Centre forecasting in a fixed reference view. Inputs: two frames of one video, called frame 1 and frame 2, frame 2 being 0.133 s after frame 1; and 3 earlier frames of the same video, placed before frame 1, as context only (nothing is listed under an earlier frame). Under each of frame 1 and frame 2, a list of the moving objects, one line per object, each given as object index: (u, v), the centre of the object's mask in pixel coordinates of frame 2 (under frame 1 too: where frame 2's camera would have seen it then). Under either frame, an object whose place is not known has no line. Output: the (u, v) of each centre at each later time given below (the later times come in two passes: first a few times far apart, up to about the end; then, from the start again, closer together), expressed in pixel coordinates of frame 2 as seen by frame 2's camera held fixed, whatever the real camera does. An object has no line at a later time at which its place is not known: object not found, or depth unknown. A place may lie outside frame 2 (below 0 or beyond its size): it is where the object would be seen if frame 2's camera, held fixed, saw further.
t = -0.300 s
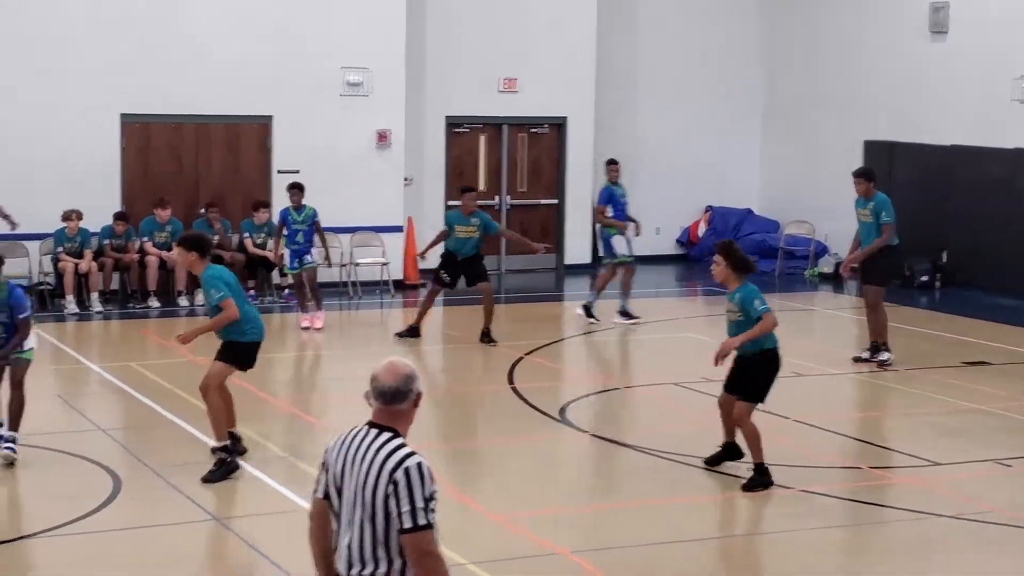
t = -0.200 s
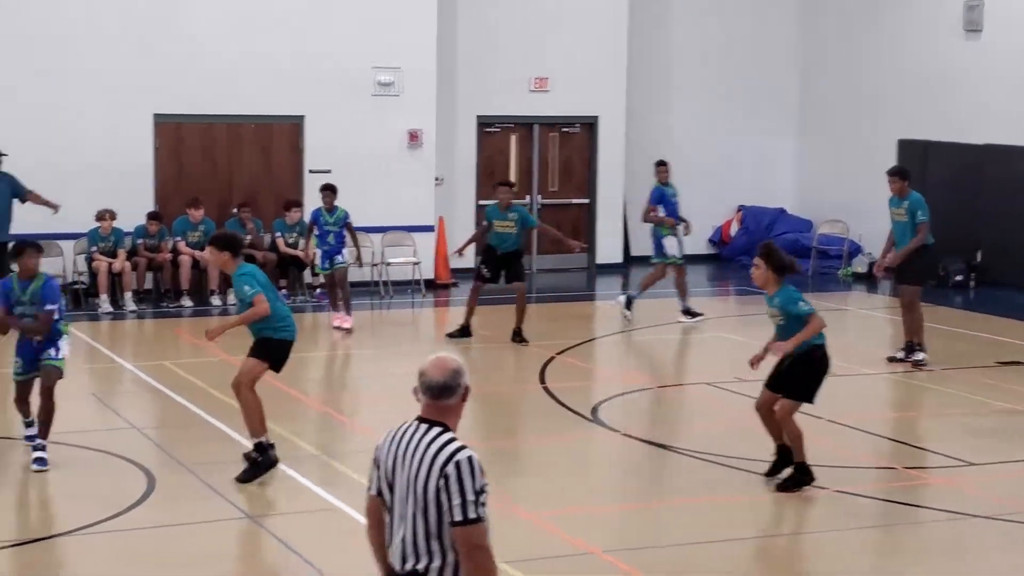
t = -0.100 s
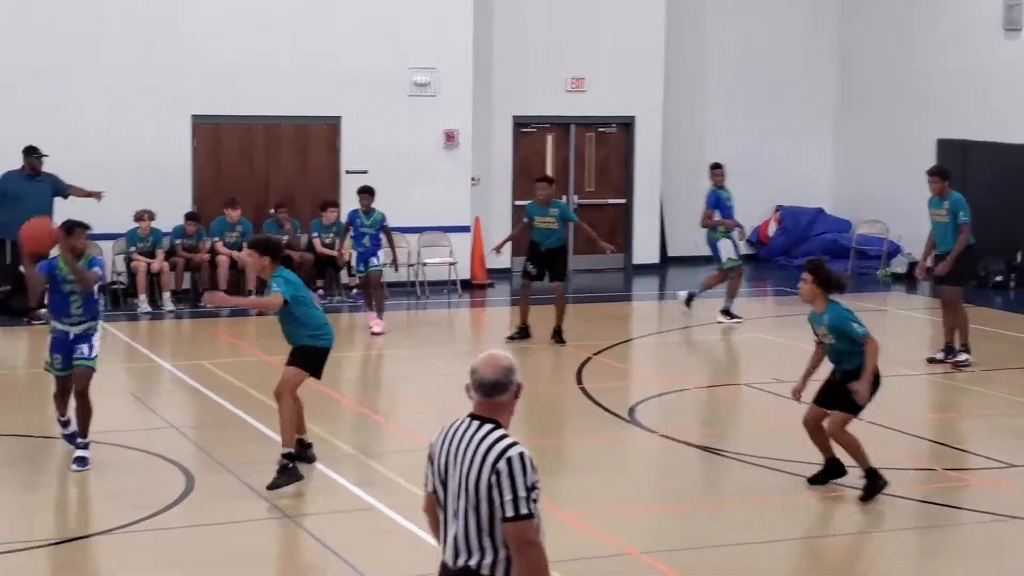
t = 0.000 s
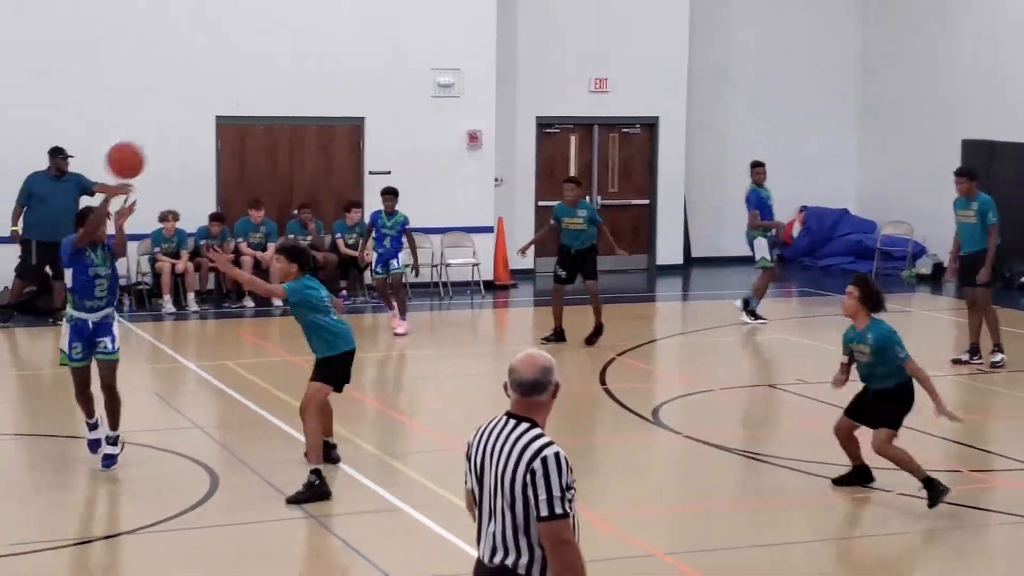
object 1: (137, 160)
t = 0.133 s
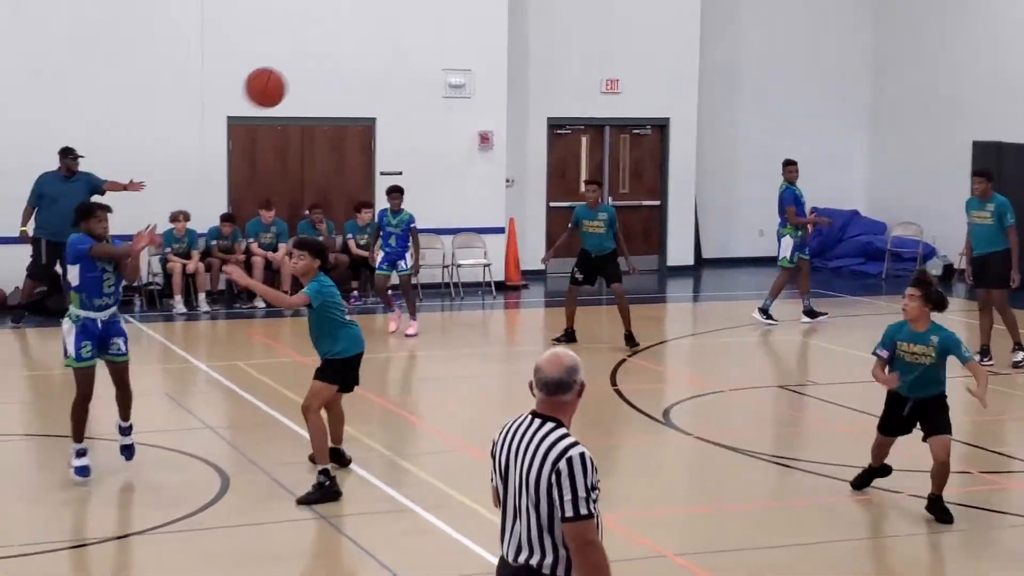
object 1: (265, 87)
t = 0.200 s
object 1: (335, 57)
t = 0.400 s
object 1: (572, 8)
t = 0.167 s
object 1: (300, 72)
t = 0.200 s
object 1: (335, 57)
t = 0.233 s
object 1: (371, 44)
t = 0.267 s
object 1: (409, 32)
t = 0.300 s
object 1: (448, 22)
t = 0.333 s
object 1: (488, 15)
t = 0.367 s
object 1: (529, 11)
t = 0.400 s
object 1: (572, 8)
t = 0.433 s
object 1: (616, 5)
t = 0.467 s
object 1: (662, 4)
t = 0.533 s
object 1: (763, 1)
